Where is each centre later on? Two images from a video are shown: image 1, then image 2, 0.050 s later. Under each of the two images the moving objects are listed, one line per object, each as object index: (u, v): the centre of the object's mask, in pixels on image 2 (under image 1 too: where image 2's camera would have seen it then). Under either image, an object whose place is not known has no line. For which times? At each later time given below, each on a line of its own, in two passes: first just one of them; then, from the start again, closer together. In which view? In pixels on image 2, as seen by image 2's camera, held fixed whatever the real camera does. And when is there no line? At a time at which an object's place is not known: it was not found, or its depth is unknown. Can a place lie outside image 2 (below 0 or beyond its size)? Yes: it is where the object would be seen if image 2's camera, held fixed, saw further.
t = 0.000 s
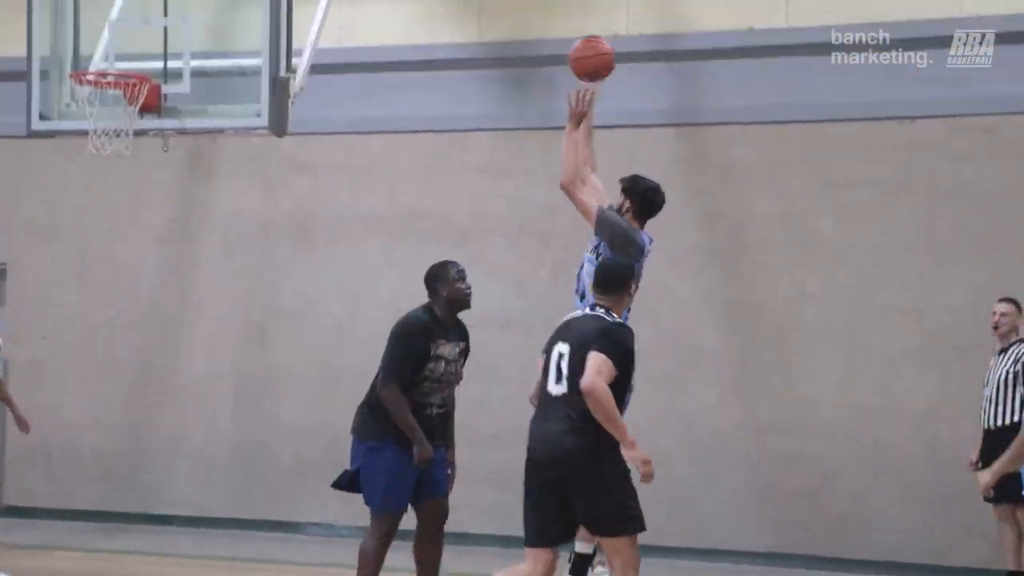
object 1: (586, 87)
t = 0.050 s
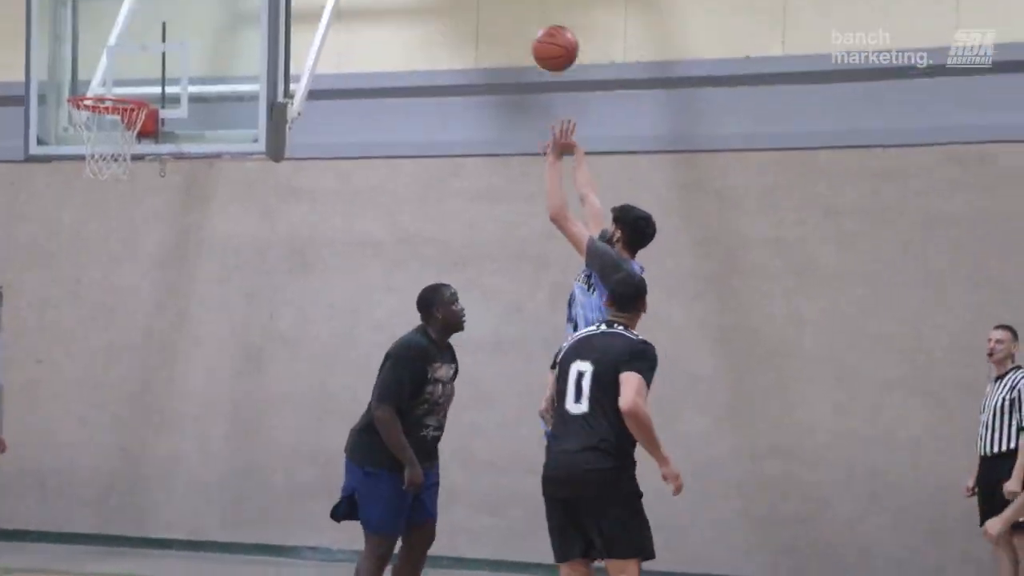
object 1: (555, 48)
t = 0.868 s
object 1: (104, 116)
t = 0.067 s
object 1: (545, 37)
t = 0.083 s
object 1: (534, 27)
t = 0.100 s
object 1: (524, 18)
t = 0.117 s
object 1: (513, 9)
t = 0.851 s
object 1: (108, 107)
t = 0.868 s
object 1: (104, 116)
